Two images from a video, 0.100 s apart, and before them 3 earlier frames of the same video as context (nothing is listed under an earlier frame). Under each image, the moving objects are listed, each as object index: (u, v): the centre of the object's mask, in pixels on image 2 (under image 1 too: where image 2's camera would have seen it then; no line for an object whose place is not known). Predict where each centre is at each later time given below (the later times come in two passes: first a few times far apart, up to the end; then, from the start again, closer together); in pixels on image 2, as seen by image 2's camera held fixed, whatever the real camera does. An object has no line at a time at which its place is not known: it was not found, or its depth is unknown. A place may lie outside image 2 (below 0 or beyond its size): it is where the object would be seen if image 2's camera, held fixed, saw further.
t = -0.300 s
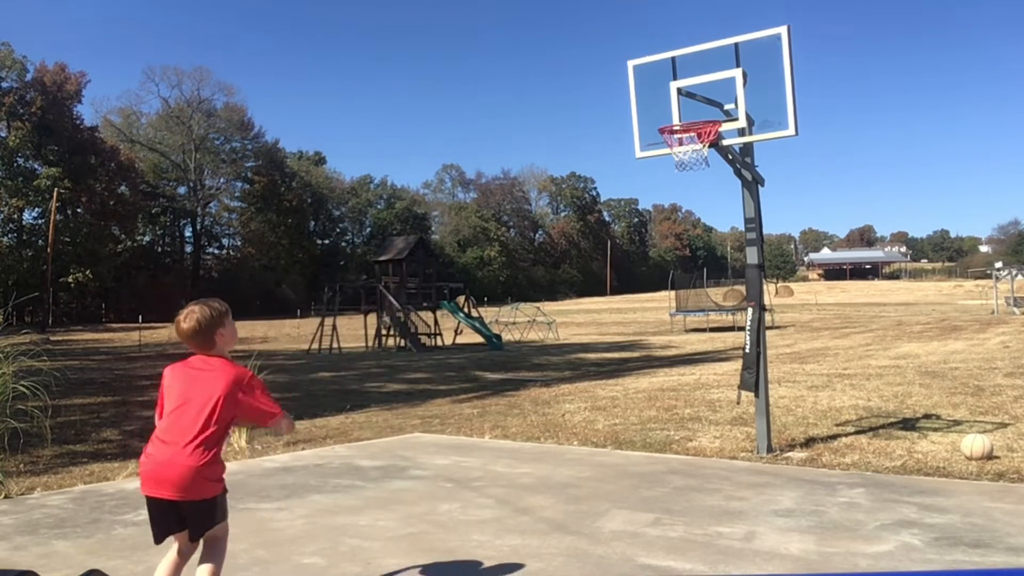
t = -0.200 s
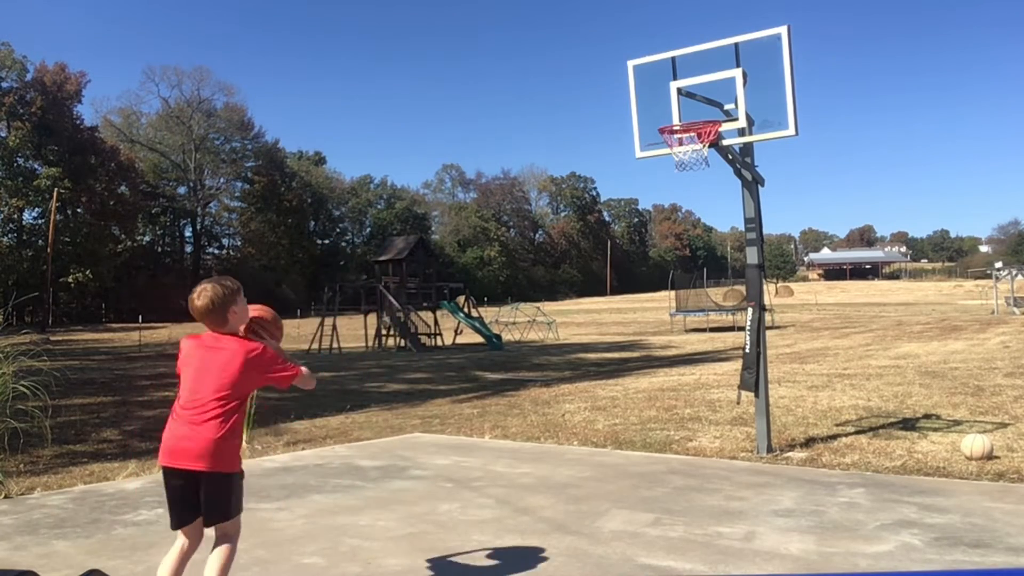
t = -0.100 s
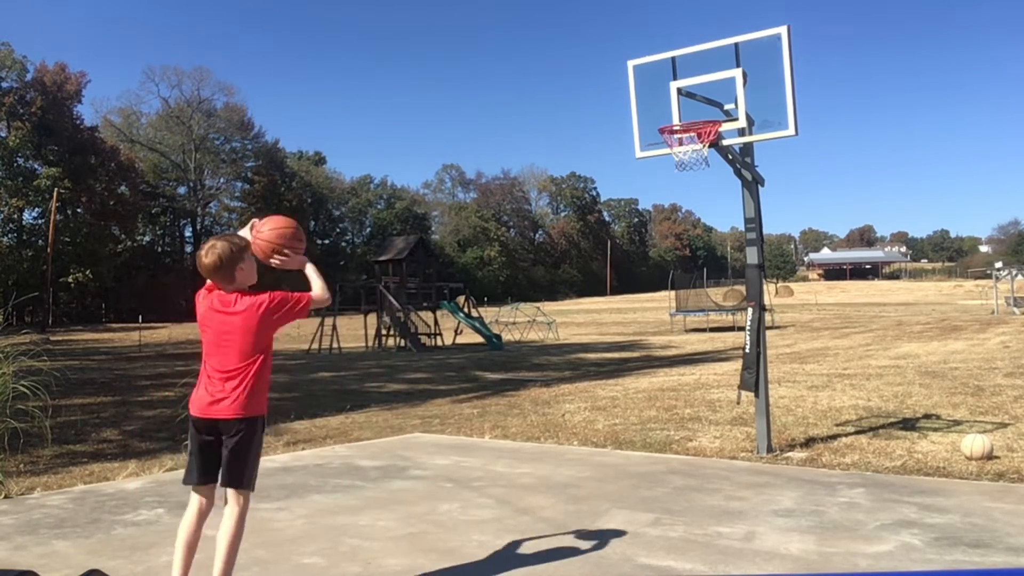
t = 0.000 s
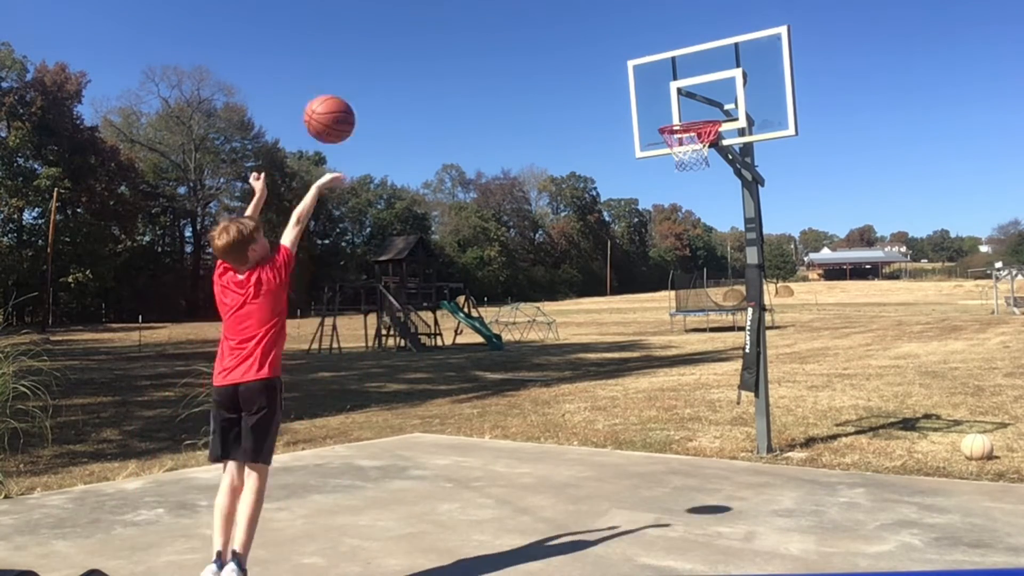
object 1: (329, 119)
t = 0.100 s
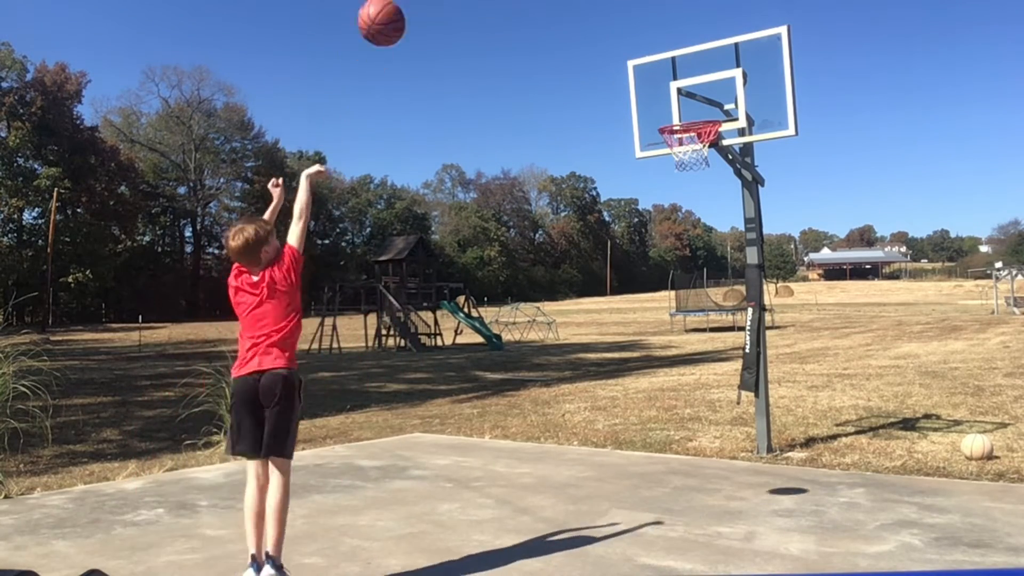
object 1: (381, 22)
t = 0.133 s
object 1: (398, 9)
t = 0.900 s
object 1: (665, 6)
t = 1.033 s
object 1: (698, 78)
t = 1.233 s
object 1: (756, 188)
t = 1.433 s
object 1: (825, 344)
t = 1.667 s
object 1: (900, 413)
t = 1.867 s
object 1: (953, 294)
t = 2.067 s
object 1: (1010, 226)
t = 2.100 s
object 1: (1015, 220)
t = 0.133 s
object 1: (398, 9)
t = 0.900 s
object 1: (665, 6)
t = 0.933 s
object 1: (674, 16)
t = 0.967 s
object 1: (682, 35)
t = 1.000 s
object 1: (690, 57)
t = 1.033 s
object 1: (698, 78)
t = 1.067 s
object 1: (705, 101)
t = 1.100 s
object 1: (714, 122)
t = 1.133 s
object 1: (724, 136)
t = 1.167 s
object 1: (734, 151)
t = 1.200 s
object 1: (745, 168)
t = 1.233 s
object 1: (756, 188)
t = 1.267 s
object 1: (767, 209)
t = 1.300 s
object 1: (778, 232)
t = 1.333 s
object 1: (789, 256)
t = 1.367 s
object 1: (801, 283)
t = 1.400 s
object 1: (813, 312)
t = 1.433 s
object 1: (825, 344)
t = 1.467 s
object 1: (837, 377)
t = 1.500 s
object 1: (849, 412)
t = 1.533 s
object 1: (862, 450)
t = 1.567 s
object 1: (875, 487)
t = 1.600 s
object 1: (883, 462)
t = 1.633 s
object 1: (891, 437)
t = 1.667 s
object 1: (900, 413)
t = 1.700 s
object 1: (908, 390)
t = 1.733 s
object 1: (916, 368)
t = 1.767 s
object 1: (925, 348)
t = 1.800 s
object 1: (934, 328)
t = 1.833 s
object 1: (943, 310)
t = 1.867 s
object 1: (953, 294)
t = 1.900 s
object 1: (962, 278)
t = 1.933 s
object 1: (972, 265)
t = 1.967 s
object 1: (982, 252)
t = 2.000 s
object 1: (993, 242)
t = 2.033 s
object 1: (1004, 233)
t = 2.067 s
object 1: (1010, 226)
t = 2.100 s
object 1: (1015, 220)
